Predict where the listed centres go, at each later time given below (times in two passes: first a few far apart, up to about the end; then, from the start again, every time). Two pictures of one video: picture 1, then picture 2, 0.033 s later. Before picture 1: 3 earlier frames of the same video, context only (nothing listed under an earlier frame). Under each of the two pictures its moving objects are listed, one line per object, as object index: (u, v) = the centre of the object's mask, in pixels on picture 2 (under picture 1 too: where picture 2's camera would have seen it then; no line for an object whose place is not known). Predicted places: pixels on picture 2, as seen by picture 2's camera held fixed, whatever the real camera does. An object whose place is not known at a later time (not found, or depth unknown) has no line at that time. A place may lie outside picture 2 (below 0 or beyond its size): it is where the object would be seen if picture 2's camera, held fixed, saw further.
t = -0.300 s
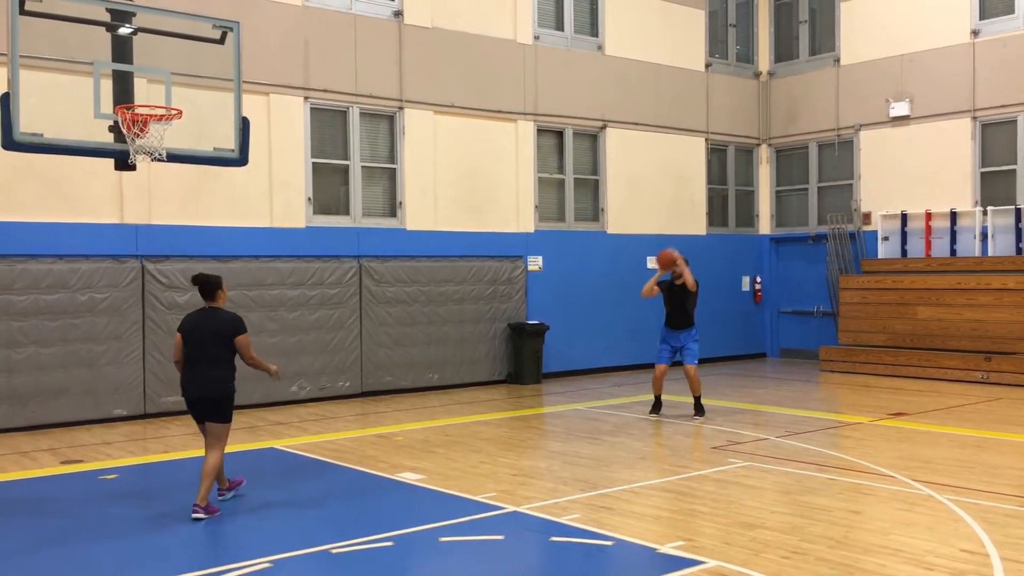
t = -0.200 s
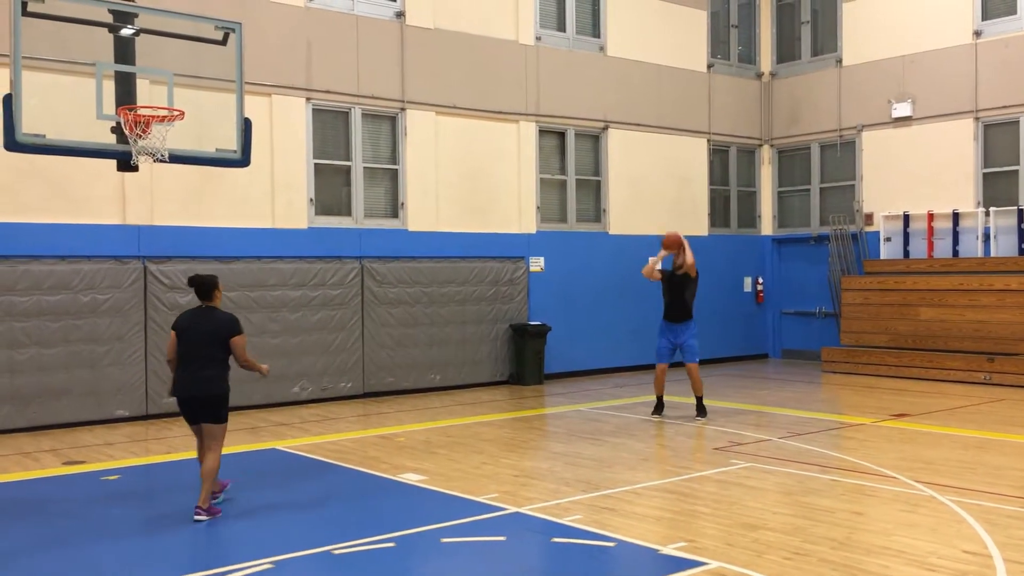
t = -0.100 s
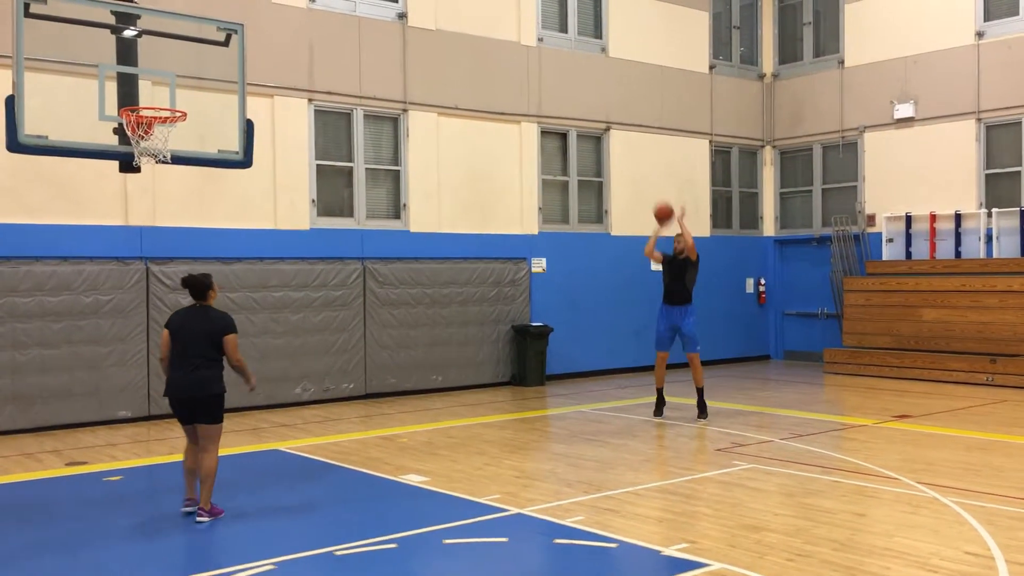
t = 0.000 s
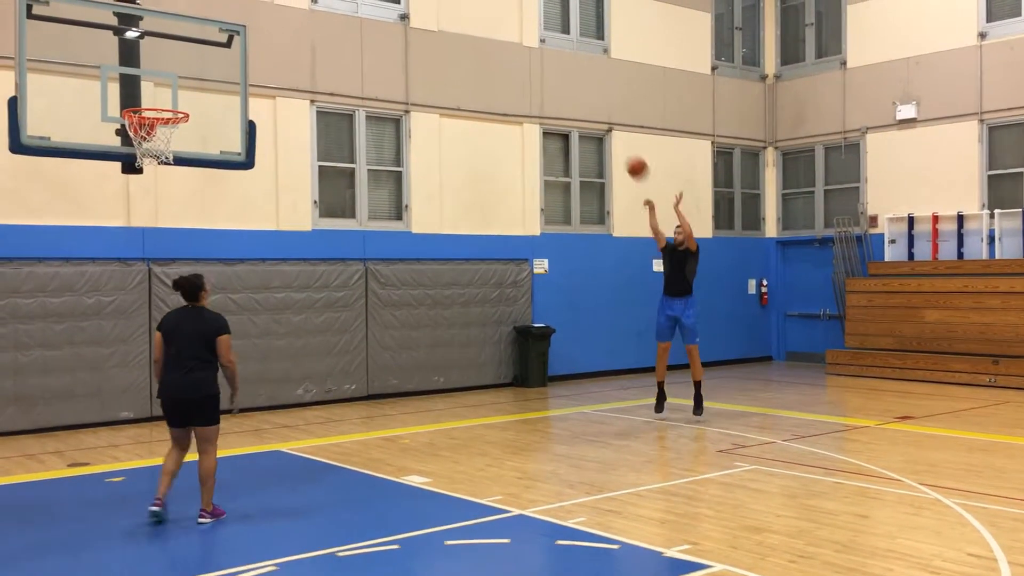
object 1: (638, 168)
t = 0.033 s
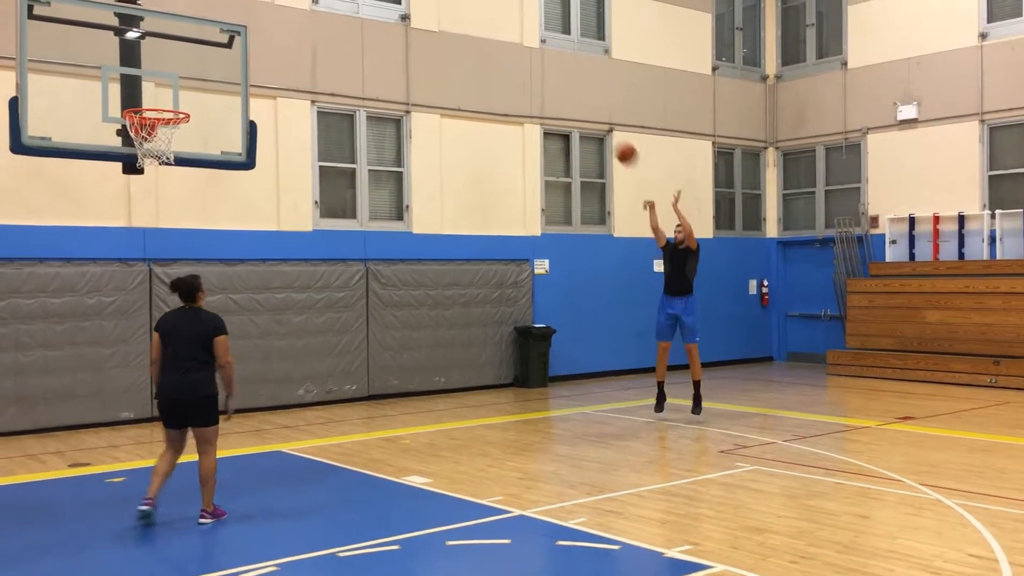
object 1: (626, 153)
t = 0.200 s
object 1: (564, 90)
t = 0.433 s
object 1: (466, 36)
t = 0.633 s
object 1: (371, 29)
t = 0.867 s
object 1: (246, 78)
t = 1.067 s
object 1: (268, 114)
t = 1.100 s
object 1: (287, 117)
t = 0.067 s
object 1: (614, 138)
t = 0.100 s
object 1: (602, 126)
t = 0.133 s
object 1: (590, 113)
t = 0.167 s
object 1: (577, 101)
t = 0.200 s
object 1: (564, 90)
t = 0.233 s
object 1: (551, 80)
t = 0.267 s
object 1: (538, 70)
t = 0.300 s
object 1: (524, 62)
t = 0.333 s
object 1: (510, 54)
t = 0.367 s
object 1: (496, 47)
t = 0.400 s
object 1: (481, 41)
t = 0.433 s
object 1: (466, 36)
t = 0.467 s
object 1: (451, 32)
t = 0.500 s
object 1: (436, 30)
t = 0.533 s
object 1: (421, 28)
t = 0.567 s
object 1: (404, 27)
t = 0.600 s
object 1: (388, 27)
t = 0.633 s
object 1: (371, 29)
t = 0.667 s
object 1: (354, 32)
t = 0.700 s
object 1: (337, 36)
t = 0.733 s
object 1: (319, 42)
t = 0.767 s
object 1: (301, 49)
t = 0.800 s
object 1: (283, 57)
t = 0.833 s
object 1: (266, 66)
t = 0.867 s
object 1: (246, 78)
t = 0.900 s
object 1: (226, 90)
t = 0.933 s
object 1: (206, 105)
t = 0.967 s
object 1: (204, 113)
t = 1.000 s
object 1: (225, 112)
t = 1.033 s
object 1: (246, 112)
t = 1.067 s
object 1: (268, 114)
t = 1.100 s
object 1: (287, 117)
